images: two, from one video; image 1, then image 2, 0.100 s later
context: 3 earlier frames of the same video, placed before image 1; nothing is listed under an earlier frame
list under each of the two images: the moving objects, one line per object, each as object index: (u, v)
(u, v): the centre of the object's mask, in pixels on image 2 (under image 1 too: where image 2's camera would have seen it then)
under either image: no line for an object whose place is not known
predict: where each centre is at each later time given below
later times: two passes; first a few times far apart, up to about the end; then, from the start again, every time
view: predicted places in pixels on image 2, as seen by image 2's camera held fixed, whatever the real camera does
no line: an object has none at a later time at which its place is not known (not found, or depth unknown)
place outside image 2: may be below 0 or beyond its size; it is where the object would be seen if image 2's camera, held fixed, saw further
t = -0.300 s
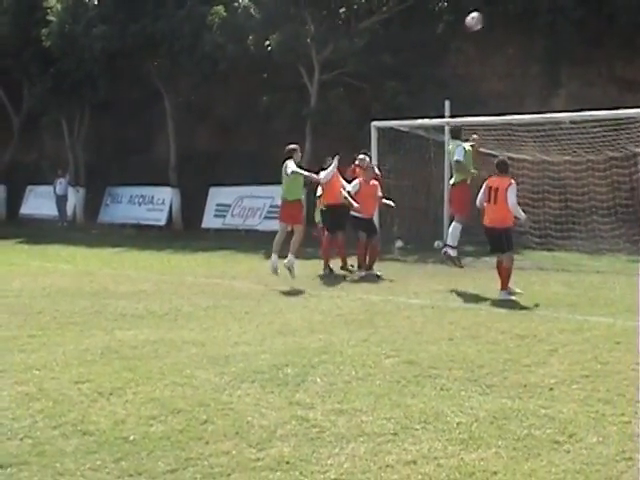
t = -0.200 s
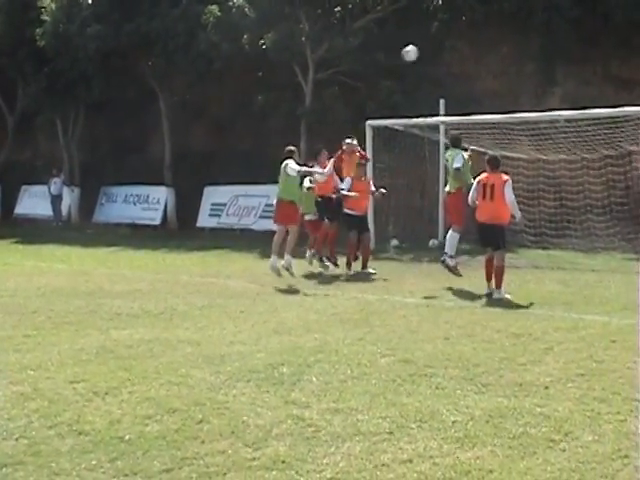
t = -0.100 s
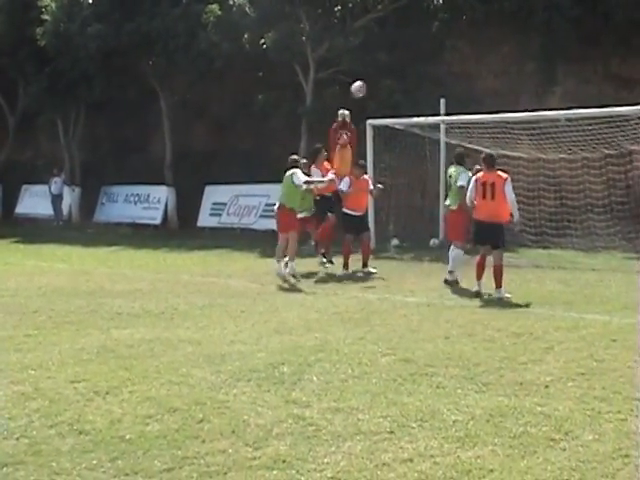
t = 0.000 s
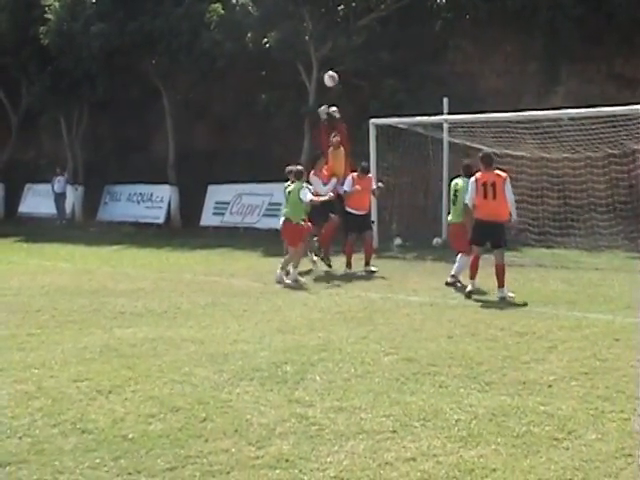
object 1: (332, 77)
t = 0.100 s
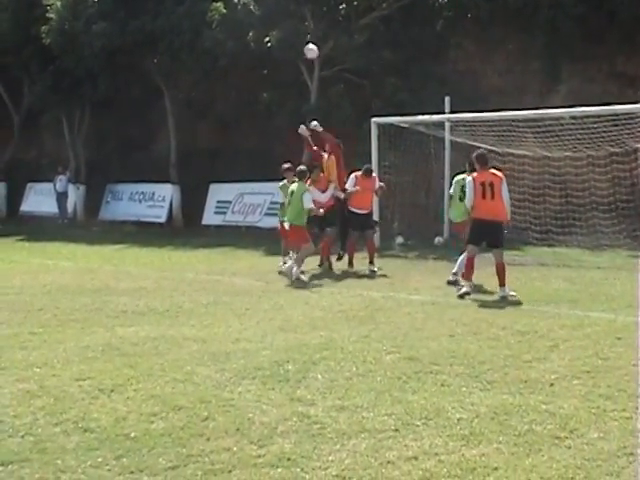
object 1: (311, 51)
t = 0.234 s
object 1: (283, 26)
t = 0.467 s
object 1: (237, 12)
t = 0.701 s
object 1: (195, 30)
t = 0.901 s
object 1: (161, 70)
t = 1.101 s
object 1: (130, 129)
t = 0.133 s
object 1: (304, 44)
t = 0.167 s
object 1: (297, 38)
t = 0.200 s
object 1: (290, 32)
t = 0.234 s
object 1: (283, 26)
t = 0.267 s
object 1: (276, 22)
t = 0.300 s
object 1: (270, 19)
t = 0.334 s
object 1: (263, 16)
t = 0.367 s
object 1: (257, 14)
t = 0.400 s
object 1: (250, 12)
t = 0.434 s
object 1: (244, 12)
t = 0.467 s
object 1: (237, 12)
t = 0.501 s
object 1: (231, 12)
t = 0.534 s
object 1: (224, 14)
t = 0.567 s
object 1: (219, 15)
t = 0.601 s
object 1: (213, 18)
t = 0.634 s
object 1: (207, 22)
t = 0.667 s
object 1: (201, 26)
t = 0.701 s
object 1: (195, 30)
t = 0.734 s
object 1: (189, 35)
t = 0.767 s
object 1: (184, 41)
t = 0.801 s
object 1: (178, 47)
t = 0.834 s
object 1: (172, 54)
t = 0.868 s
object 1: (167, 62)
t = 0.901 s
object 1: (161, 70)
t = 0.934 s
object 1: (156, 78)
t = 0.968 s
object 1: (150, 87)
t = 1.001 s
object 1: (145, 97)
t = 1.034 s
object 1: (140, 107)
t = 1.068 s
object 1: (135, 118)
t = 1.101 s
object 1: (130, 129)
